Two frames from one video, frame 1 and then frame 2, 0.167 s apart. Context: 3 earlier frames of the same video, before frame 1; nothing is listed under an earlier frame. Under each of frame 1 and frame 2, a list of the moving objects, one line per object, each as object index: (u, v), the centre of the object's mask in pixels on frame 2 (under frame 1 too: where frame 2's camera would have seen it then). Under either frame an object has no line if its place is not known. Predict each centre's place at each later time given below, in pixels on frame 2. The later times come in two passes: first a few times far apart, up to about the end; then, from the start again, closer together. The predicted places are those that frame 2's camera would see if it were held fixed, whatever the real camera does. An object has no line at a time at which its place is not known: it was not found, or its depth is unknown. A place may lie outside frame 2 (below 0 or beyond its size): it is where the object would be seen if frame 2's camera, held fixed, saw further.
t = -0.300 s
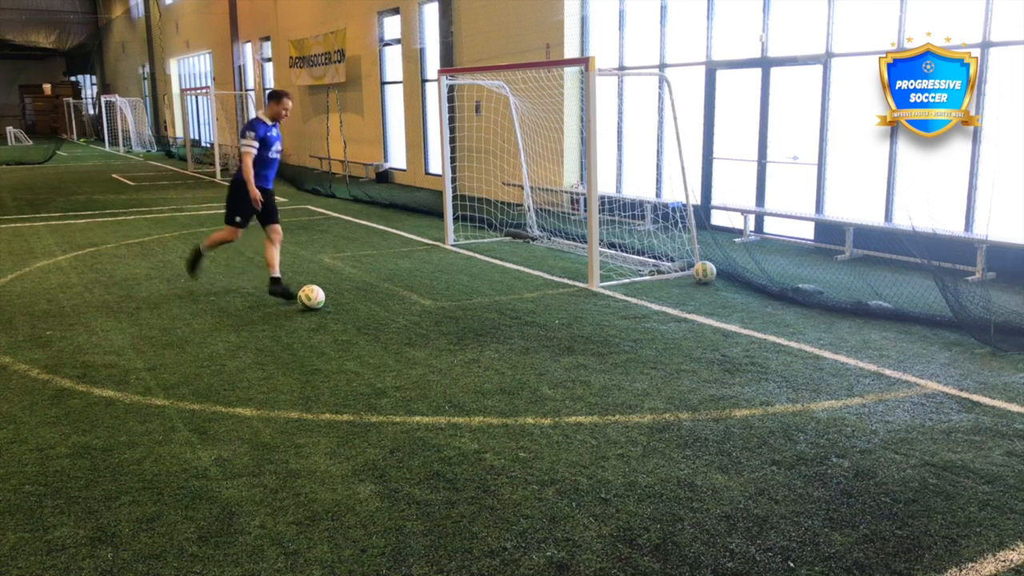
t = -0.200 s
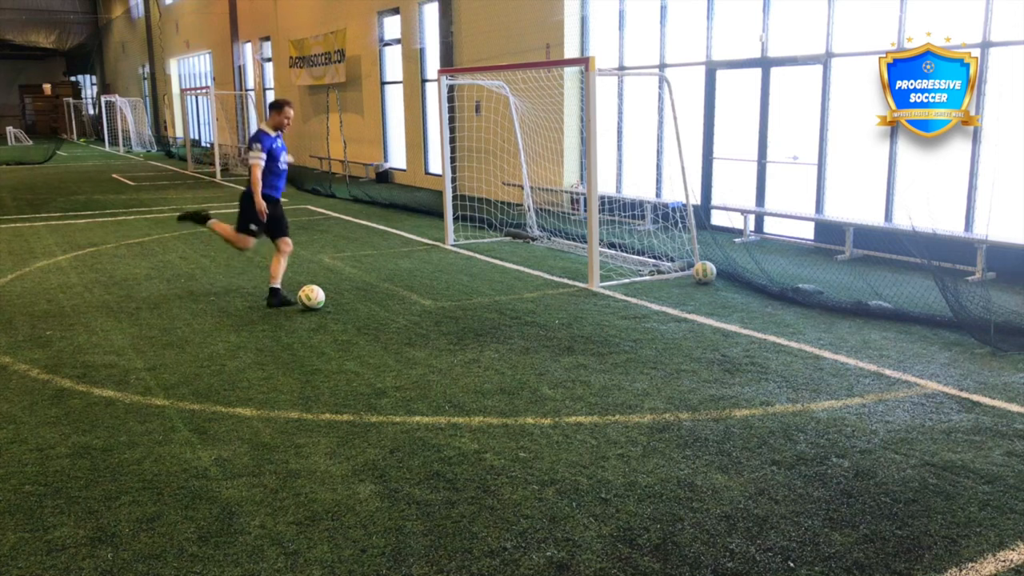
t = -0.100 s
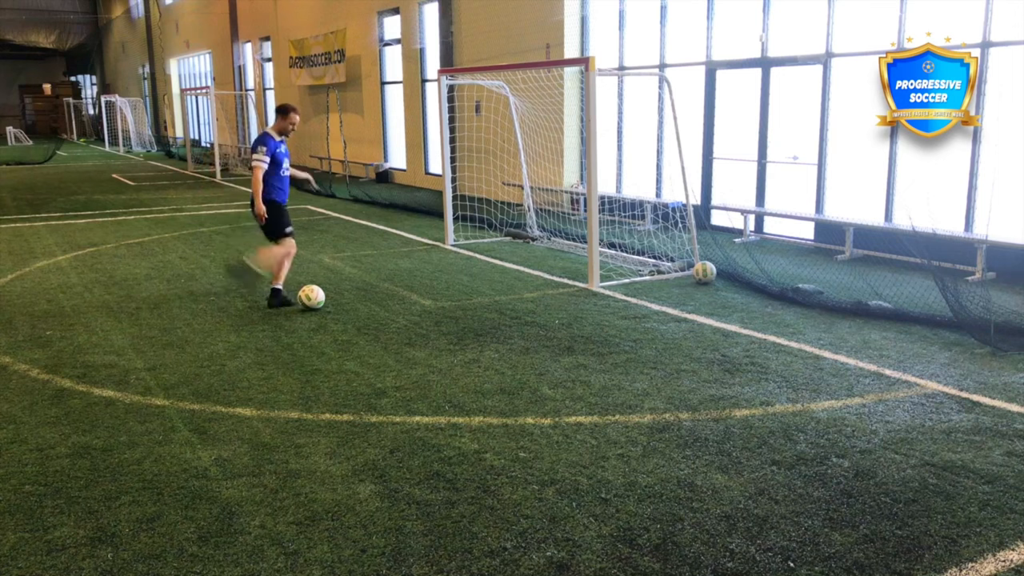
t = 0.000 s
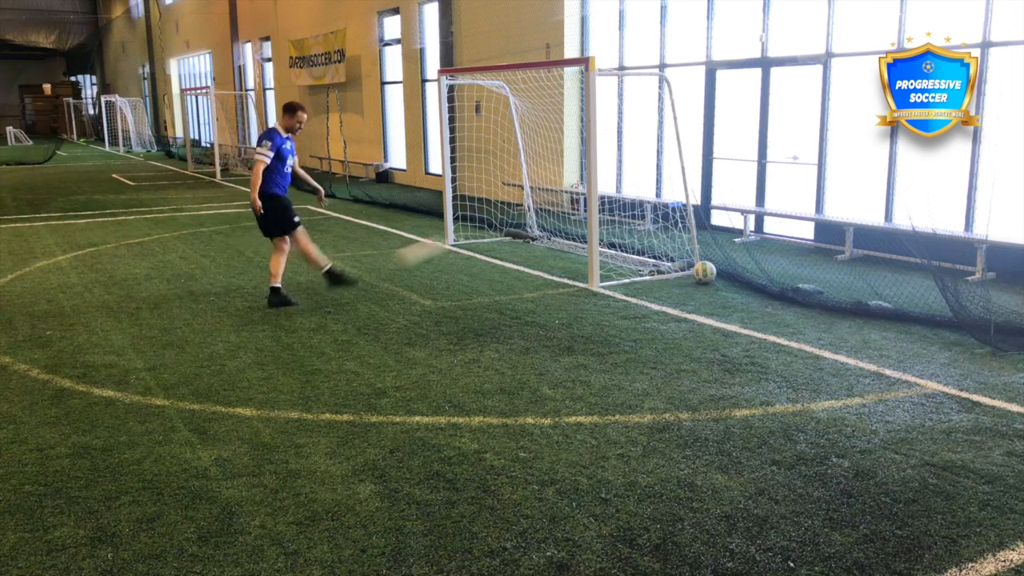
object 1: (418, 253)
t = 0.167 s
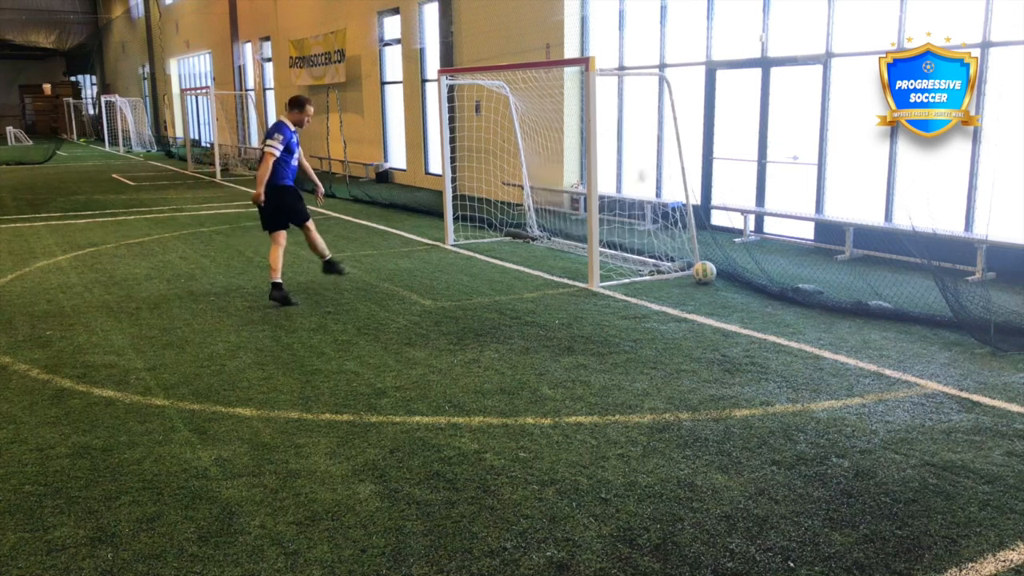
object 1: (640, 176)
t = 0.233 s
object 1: (674, 159)
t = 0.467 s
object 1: (666, 207)
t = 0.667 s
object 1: (642, 242)
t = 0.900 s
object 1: (618, 211)
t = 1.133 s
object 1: (585, 233)
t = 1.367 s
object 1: (563, 258)
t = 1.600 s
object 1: (534, 260)
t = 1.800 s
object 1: (508, 272)
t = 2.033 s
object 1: (480, 285)
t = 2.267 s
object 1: (454, 290)
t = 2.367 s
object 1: (443, 292)
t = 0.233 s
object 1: (674, 159)
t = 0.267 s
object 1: (677, 161)
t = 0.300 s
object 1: (678, 164)
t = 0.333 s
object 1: (679, 170)
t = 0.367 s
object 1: (676, 178)
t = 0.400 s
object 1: (673, 186)
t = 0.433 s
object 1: (668, 197)
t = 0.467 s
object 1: (666, 207)
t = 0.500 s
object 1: (663, 217)
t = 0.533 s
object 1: (659, 230)
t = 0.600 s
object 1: (647, 257)
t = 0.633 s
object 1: (644, 251)
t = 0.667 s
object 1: (642, 242)
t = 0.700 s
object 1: (638, 235)
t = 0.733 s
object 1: (635, 229)
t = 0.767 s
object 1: (631, 222)
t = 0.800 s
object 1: (628, 218)
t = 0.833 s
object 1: (624, 216)
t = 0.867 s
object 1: (620, 213)
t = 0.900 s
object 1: (618, 211)
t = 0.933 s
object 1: (613, 211)
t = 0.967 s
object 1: (611, 211)
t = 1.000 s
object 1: (608, 213)
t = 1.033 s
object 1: (606, 217)
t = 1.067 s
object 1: (604, 219)
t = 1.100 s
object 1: (602, 225)
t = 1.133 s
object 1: (585, 233)
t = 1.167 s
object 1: (583, 238)
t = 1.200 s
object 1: (582, 247)
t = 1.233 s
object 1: (578, 257)
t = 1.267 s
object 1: (576, 270)
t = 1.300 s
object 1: (573, 268)
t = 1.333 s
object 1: (567, 261)
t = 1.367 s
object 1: (563, 258)
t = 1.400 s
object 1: (559, 255)
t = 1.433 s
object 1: (556, 252)
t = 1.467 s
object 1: (551, 252)
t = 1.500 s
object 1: (547, 253)
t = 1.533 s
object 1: (543, 254)
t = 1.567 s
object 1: (538, 256)
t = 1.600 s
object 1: (534, 260)
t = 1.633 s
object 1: (529, 264)
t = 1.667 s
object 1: (525, 270)
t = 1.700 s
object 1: (519, 279)
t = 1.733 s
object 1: (516, 278)
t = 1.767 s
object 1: (512, 275)
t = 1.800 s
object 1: (508, 272)
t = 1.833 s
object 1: (504, 271)
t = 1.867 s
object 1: (500, 272)
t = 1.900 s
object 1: (497, 273)
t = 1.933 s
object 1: (492, 274)
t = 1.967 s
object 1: (489, 278)
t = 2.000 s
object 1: (485, 283)
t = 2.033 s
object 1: (480, 285)
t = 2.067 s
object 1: (477, 283)
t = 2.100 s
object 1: (474, 282)
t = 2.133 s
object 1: (470, 282)
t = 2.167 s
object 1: (466, 283)
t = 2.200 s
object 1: (461, 285)
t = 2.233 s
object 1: (458, 289)
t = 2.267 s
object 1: (454, 290)
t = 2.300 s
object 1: (451, 290)
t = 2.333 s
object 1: (447, 290)
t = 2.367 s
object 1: (443, 292)
